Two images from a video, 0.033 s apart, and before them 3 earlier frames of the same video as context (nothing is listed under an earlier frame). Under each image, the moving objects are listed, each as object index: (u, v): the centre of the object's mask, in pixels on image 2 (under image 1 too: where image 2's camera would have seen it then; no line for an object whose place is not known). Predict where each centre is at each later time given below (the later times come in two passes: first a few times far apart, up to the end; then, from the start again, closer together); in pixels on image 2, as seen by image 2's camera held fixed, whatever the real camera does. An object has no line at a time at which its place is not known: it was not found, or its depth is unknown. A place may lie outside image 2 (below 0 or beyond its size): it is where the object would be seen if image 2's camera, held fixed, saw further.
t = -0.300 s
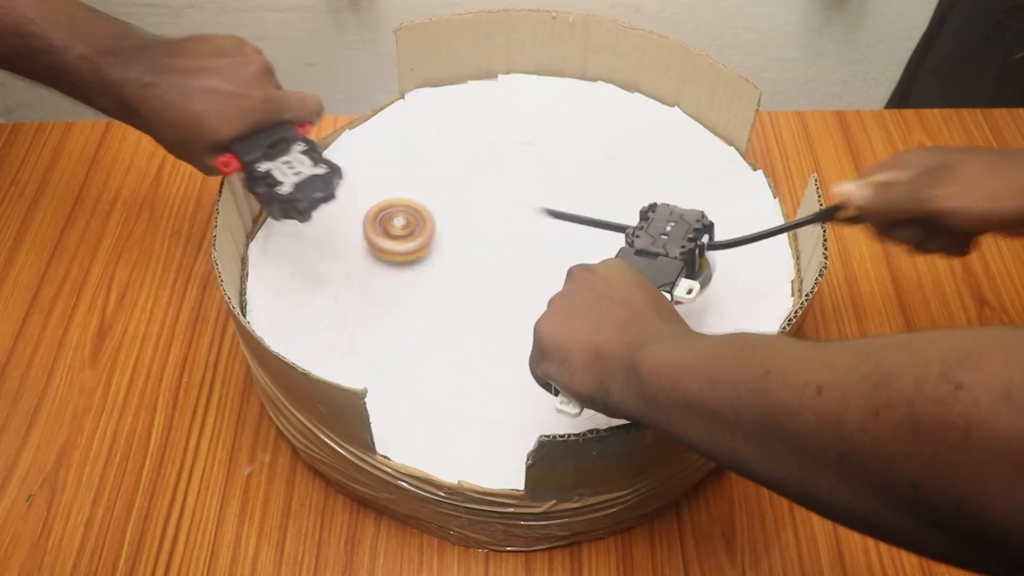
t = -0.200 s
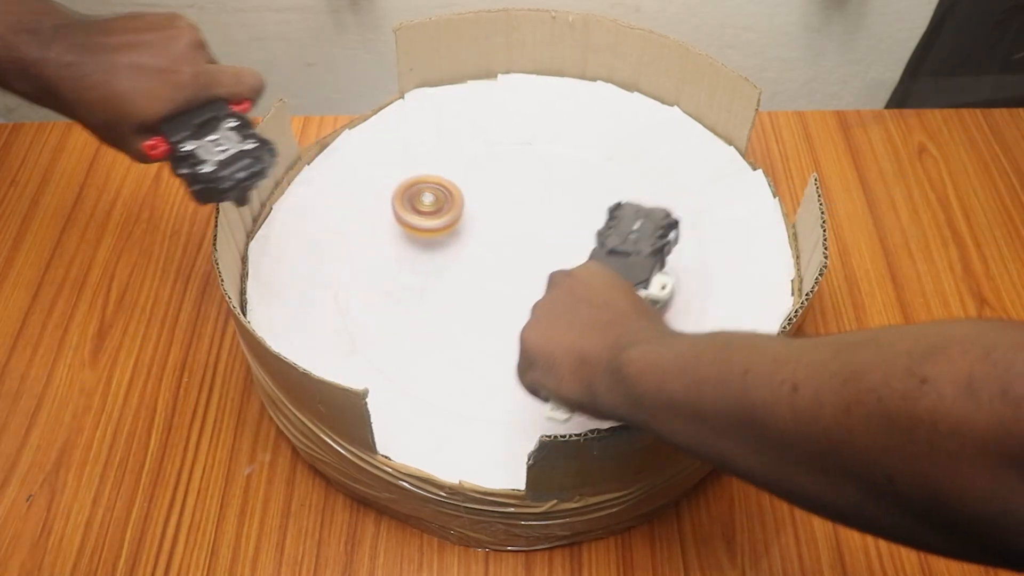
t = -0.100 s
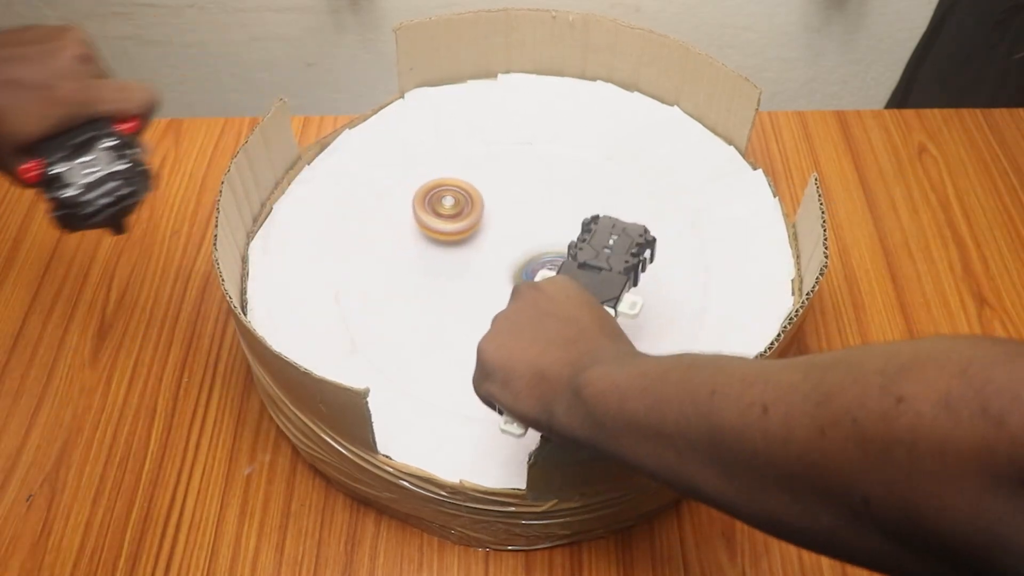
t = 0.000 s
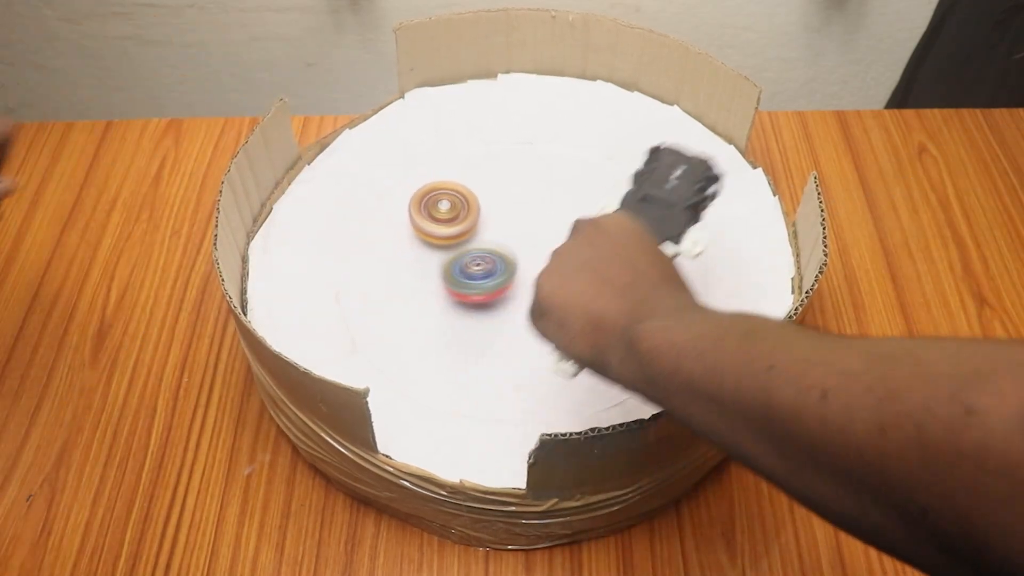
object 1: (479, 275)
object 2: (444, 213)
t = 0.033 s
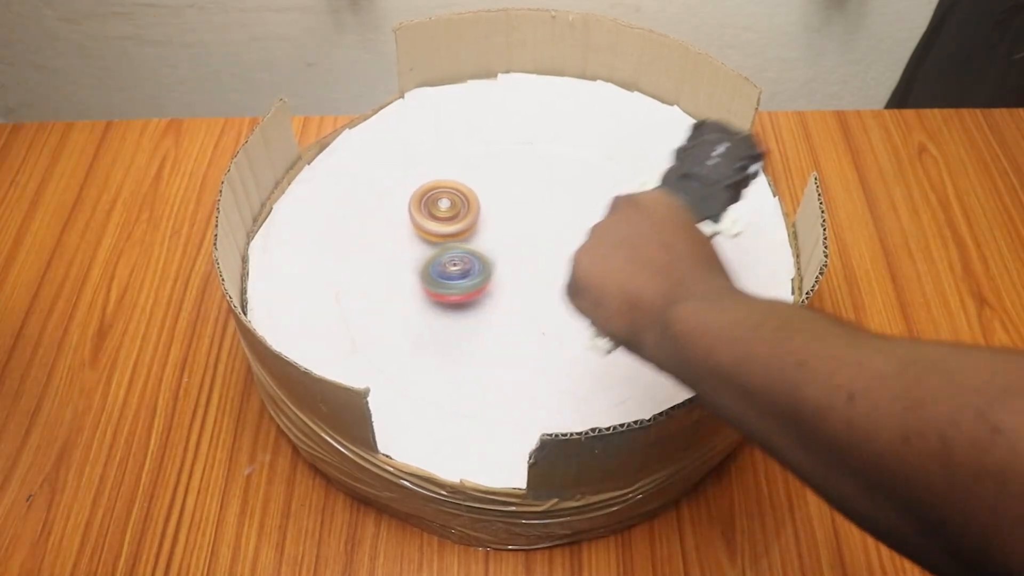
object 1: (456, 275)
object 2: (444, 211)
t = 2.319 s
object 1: (550, 271)
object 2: (606, 196)
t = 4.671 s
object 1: (488, 191)
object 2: (529, 321)
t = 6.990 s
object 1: (437, 280)
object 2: (490, 210)
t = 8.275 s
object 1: (496, 233)
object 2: (609, 251)
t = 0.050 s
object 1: (444, 275)
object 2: (443, 210)
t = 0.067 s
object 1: (433, 277)
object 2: (442, 210)
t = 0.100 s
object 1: (411, 280)
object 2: (437, 211)
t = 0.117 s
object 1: (400, 283)
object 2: (434, 212)
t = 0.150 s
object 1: (379, 288)
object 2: (430, 214)
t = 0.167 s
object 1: (369, 292)
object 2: (431, 215)
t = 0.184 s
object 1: (359, 296)
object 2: (433, 216)
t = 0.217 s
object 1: (343, 301)
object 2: (439, 217)
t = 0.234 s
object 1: (338, 304)
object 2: (443, 217)
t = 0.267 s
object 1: (331, 313)
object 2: (453, 216)
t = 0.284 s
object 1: (327, 317)
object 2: (457, 214)
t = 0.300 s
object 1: (321, 321)
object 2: (462, 213)
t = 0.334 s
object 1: (310, 329)
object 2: (468, 212)
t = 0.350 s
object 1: (307, 332)
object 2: (471, 211)
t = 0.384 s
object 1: (303, 339)
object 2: (473, 208)
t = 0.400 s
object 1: (311, 342)
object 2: (473, 208)
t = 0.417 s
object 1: (319, 346)
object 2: (473, 208)
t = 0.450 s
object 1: (335, 350)
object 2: (471, 207)
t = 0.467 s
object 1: (344, 351)
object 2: (470, 206)
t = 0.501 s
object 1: (357, 351)
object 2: (467, 203)
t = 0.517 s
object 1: (361, 350)
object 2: (466, 201)
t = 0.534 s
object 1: (366, 348)
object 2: (465, 200)
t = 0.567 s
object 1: (373, 341)
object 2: (462, 200)
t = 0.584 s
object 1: (377, 339)
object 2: (461, 201)
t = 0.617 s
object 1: (385, 333)
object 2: (462, 203)
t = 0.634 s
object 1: (390, 329)
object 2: (463, 205)
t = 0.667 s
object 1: (402, 321)
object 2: (465, 208)
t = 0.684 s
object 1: (409, 316)
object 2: (466, 210)
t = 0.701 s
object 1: (416, 313)
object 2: (466, 213)
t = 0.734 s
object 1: (430, 303)
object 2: (465, 217)
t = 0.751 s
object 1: (436, 298)
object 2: (465, 218)
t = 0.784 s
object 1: (443, 284)
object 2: (468, 220)
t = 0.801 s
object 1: (447, 276)
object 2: (471, 220)
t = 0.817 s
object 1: (447, 272)
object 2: (477, 219)
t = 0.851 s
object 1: (442, 272)
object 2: (490, 215)
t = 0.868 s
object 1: (439, 271)
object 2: (497, 213)
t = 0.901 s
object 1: (433, 267)
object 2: (508, 209)
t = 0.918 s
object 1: (430, 264)
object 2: (514, 208)
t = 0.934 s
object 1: (425, 262)
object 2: (520, 208)
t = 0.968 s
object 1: (415, 259)
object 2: (533, 208)
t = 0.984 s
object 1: (410, 258)
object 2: (541, 207)
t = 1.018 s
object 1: (397, 256)
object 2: (557, 204)
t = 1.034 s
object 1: (391, 255)
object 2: (566, 201)
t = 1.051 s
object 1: (386, 254)
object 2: (573, 198)
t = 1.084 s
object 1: (376, 255)
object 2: (587, 192)
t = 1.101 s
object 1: (372, 257)
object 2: (593, 190)
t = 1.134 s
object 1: (369, 261)
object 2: (601, 183)
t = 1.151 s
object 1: (369, 262)
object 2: (604, 178)
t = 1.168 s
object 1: (371, 263)
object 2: (605, 175)
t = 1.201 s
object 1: (379, 266)
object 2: (605, 167)
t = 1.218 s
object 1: (384, 267)
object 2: (604, 163)
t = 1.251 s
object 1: (396, 270)
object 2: (599, 155)
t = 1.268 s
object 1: (403, 271)
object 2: (597, 151)
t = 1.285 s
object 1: (411, 272)
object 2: (594, 147)
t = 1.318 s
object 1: (426, 272)
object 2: (587, 142)
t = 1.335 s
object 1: (433, 271)
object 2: (582, 141)
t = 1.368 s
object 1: (445, 269)
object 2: (572, 140)
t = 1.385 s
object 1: (449, 267)
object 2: (568, 140)
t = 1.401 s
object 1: (452, 265)
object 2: (563, 142)
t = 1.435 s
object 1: (459, 260)
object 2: (557, 147)
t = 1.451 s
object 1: (464, 258)
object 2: (555, 149)
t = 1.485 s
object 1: (476, 253)
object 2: (553, 152)
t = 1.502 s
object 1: (483, 251)
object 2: (552, 154)
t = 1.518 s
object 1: (489, 249)
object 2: (551, 155)
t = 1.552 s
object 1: (497, 245)
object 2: (550, 160)
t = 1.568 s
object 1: (500, 243)
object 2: (550, 162)
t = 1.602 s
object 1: (508, 238)
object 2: (551, 169)
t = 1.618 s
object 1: (514, 236)
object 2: (551, 174)
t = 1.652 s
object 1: (524, 235)
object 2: (553, 180)
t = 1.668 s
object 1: (527, 238)
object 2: (555, 179)
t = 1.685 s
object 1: (530, 242)
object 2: (557, 180)
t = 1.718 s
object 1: (538, 249)
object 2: (558, 183)
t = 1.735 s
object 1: (542, 251)
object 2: (560, 184)
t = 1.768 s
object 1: (551, 251)
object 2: (563, 187)
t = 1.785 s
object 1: (554, 250)
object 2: (565, 188)
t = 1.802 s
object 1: (557, 249)
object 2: (568, 189)
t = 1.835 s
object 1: (558, 250)
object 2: (575, 190)
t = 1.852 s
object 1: (558, 250)
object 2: (580, 190)
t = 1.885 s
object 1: (558, 249)
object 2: (589, 195)
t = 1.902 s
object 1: (556, 250)
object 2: (593, 197)
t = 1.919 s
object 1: (555, 250)
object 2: (596, 198)
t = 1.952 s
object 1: (551, 253)
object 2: (600, 196)
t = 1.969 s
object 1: (551, 254)
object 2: (600, 195)
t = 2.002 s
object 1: (552, 258)
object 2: (599, 191)
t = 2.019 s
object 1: (553, 261)
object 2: (599, 188)
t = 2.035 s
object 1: (554, 264)
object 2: (598, 184)
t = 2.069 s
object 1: (557, 270)
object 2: (594, 176)
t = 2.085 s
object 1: (560, 272)
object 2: (592, 174)
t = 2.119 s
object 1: (569, 276)
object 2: (589, 171)
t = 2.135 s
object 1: (573, 278)
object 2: (587, 172)
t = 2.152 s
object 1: (577, 278)
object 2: (585, 173)
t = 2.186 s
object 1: (584, 276)
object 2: (582, 180)
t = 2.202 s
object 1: (586, 273)
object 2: (581, 185)
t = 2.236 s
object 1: (588, 267)
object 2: (581, 194)
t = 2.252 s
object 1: (589, 262)
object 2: (583, 199)
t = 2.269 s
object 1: (587, 259)
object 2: (585, 201)
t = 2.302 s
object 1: (563, 264)
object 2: (600, 199)
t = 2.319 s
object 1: (550, 271)
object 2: (606, 196)
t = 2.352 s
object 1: (525, 291)
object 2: (615, 189)
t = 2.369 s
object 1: (514, 299)
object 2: (620, 186)
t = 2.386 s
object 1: (505, 307)
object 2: (623, 182)
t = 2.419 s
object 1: (490, 321)
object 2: (630, 177)
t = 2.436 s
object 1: (485, 327)
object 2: (634, 174)
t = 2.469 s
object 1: (479, 338)
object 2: (641, 169)
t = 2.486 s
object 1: (477, 343)
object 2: (643, 167)
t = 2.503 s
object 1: (476, 348)
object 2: (643, 164)
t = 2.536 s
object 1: (473, 359)
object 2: (638, 163)
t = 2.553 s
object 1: (472, 365)
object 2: (633, 163)
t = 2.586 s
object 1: (468, 379)
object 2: (624, 166)
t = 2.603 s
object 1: (464, 385)
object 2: (620, 166)
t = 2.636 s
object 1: (462, 390)
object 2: (614, 168)
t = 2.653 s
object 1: (462, 392)
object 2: (611, 168)
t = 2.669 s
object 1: (462, 395)
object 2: (609, 168)
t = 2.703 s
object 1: (459, 399)
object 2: (604, 167)
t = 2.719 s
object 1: (457, 402)
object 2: (601, 167)
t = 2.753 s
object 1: (454, 408)
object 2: (598, 167)
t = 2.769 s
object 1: (451, 412)
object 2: (596, 168)
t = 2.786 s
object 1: (449, 415)
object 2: (594, 169)
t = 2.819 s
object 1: (444, 420)
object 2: (591, 173)
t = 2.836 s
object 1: (441, 423)
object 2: (590, 176)
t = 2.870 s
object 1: (431, 428)
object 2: (587, 182)
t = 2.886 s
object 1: (426, 430)
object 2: (585, 186)
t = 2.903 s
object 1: (422, 430)
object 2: (585, 190)
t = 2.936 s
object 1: (418, 431)
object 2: (584, 200)
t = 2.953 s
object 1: (421, 432)
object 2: (585, 205)
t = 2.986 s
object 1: (430, 431)
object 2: (587, 213)
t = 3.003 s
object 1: (433, 429)
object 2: (589, 216)
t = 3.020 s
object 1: (437, 426)
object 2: (590, 218)
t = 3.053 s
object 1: (443, 423)
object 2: (591, 222)
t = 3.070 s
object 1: (445, 421)
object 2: (591, 222)
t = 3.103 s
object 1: (452, 415)
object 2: (590, 222)
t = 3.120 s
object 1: (457, 411)
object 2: (590, 222)
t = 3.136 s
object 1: (462, 406)
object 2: (590, 220)
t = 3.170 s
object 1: (470, 397)
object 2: (589, 218)
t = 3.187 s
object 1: (474, 392)
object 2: (588, 217)
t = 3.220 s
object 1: (480, 384)
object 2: (584, 217)
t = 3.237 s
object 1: (482, 380)
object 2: (582, 218)
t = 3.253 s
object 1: (483, 376)
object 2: (579, 220)
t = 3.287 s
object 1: (485, 367)
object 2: (575, 226)
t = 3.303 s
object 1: (487, 363)
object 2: (572, 229)
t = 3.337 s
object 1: (491, 354)
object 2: (567, 238)
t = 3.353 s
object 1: (492, 350)
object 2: (565, 242)
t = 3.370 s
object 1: (493, 346)
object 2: (565, 247)
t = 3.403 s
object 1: (496, 335)
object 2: (564, 258)
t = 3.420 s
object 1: (498, 331)
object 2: (564, 265)
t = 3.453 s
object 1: (502, 321)
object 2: (563, 278)
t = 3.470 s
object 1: (499, 316)
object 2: (566, 283)
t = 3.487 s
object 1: (490, 314)
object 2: (572, 284)
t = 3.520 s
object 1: (476, 311)
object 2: (584, 288)
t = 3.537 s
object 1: (470, 310)
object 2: (589, 289)
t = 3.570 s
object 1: (457, 307)
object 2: (600, 291)
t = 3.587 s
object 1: (451, 305)
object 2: (604, 293)
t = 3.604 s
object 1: (447, 302)
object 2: (608, 295)
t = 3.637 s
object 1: (438, 296)
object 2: (615, 300)
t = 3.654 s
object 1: (433, 293)
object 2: (619, 303)
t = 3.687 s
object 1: (423, 288)
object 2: (623, 309)
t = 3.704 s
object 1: (419, 285)
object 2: (623, 312)
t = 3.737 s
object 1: (410, 282)
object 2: (626, 315)
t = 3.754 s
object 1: (406, 280)
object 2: (627, 318)
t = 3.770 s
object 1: (402, 277)
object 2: (629, 320)
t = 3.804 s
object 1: (395, 272)
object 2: (632, 326)
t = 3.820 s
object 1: (392, 269)
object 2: (634, 328)
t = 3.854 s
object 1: (388, 265)
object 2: (637, 331)
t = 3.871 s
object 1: (387, 263)
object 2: (639, 331)
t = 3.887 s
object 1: (386, 261)
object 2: (641, 332)
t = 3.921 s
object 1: (382, 255)
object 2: (644, 333)
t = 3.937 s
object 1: (380, 253)
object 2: (646, 333)
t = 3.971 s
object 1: (374, 248)
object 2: (649, 333)
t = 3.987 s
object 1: (371, 245)
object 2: (650, 332)
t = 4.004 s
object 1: (369, 243)
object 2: (651, 330)
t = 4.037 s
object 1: (365, 237)
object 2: (651, 326)
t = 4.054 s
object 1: (364, 233)
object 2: (651, 324)
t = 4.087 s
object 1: (364, 228)
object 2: (653, 322)
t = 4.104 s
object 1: (365, 226)
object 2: (653, 320)
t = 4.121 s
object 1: (366, 225)
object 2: (653, 318)
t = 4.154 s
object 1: (366, 225)
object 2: (649, 316)
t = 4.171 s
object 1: (366, 226)
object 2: (647, 315)
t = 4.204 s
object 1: (365, 229)
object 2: (642, 315)
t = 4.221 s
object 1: (366, 231)
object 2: (639, 314)
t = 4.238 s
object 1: (368, 232)
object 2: (637, 314)
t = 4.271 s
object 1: (374, 232)
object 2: (631, 314)
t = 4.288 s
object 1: (378, 230)
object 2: (628, 313)
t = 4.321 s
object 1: (388, 229)
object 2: (622, 314)
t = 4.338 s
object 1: (394, 228)
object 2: (618, 314)
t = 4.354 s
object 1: (399, 227)
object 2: (615, 315)
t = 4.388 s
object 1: (410, 224)
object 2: (606, 318)
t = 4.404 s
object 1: (415, 222)
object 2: (602, 318)
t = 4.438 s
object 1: (427, 220)
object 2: (592, 318)
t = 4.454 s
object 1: (432, 218)
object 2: (587, 318)
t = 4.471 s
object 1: (438, 216)
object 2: (582, 317)
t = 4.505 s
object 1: (448, 212)
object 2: (572, 317)
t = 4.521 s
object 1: (453, 210)
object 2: (566, 316)
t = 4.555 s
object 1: (460, 206)
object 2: (555, 314)
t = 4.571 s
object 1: (464, 204)
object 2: (551, 314)
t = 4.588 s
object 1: (468, 202)
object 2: (547, 314)
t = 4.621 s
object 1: (476, 197)
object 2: (540, 316)
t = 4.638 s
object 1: (480, 196)
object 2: (536, 318)
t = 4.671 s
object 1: (488, 191)
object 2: (529, 321)
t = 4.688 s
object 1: (491, 189)
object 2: (524, 322)
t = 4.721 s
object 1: (500, 185)
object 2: (514, 323)
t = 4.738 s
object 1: (504, 184)
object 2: (509, 323)
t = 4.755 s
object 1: (509, 183)
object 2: (505, 323)
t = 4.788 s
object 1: (519, 183)
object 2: (497, 323)
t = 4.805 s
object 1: (525, 183)
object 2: (495, 323)
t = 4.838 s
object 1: (536, 185)
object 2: (492, 322)
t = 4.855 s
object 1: (541, 187)
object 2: (490, 322)
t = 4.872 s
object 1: (545, 187)
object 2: (488, 321)
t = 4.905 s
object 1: (552, 187)
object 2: (485, 319)
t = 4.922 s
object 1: (556, 187)
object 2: (483, 318)
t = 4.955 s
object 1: (565, 188)
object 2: (482, 316)
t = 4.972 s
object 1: (570, 187)
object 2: (482, 315)
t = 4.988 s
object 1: (574, 187)
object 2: (480, 313)
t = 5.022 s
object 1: (584, 187)
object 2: (477, 310)
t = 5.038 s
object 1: (589, 188)
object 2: (475, 308)
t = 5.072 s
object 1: (597, 187)
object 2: (469, 307)
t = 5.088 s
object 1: (600, 186)
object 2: (465, 307)
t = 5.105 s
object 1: (603, 184)
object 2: (462, 306)
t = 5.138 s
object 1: (606, 178)
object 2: (454, 303)
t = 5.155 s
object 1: (607, 175)
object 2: (451, 302)
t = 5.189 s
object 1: (609, 169)
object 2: (443, 296)
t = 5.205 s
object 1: (610, 166)
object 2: (438, 294)
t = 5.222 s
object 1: (610, 162)
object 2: (433, 292)
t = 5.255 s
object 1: (611, 158)
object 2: (422, 287)
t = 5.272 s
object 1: (611, 155)
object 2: (417, 285)
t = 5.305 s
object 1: (605, 152)
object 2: (409, 284)
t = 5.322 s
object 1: (601, 152)
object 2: (407, 284)
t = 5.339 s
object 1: (596, 152)
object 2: (405, 284)
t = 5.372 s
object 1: (589, 154)
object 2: (401, 283)
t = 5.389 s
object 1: (587, 156)
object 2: (400, 282)
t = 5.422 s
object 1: (582, 162)
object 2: (398, 281)
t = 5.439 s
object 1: (581, 165)
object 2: (397, 281)
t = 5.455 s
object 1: (579, 169)
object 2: (397, 281)
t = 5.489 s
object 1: (574, 177)
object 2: (397, 280)
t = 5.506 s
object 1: (572, 181)
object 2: (398, 280)
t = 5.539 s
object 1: (567, 189)
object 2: (399, 279)
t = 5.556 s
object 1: (564, 193)
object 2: (400, 278)
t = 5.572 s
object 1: (561, 196)
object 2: (400, 277)
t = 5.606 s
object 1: (556, 204)
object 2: (401, 275)
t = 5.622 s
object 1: (554, 208)
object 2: (400, 274)
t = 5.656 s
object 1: (552, 215)
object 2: (401, 272)
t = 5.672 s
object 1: (551, 218)
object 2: (402, 271)
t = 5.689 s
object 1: (548, 221)
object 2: (403, 270)
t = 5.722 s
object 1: (543, 228)
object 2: (406, 267)
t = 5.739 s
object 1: (541, 231)
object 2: (408, 265)
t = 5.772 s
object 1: (537, 238)
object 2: (410, 260)
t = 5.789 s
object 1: (536, 242)
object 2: (410, 257)
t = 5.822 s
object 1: (532, 249)
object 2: (407, 252)
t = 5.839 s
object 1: (531, 253)
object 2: (406, 250)
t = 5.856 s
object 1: (529, 257)
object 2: (405, 249)
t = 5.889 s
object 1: (524, 264)
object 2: (407, 245)
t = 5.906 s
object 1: (523, 266)
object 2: (408, 243)
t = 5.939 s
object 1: (520, 273)
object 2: (410, 239)
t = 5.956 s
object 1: (519, 277)
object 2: (412, 238)
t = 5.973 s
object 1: (517, 280)
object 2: (415, 236)
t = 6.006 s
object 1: (512, 287)
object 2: (420, 232)
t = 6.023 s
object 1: (510, 290)
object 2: (423, 230)
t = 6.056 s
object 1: (507, 297)
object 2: (427, 226)
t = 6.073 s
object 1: (506, 300)
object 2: (429, 224)
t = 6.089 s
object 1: (505, 304)
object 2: (431, 222)
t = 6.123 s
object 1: (500, 310)
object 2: (434, 218)
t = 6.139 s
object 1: (498, 312)
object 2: (437, 217)
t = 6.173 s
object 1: (494, 318)
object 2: (442, 213)
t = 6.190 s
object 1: (492, 320)
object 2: (444, 211)
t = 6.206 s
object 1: (490, 323)
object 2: (445, 210)
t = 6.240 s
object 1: (488, 327)
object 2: (444, 208)
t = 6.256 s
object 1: (486, 330)
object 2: (443, 208)
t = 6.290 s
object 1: (483, 334)
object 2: (438, 207)
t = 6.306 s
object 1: (480, 335)
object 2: (436, 208)
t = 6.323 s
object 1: (477, 337)
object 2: (434, 208)
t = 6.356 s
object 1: (471, 339)
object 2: (432, 209)
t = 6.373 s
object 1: (470, 339)
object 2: (432, 209)
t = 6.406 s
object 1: (468, 341)
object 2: (433, 210)
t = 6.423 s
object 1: (466, 341)
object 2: (434, 211)
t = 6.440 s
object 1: (463, 341)
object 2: (435, 211)
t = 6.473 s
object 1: (460, 338)
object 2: (437, 213)
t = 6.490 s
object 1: (458, 336)
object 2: (438, 214)
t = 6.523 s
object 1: (455, 334)
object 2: (442, 215)
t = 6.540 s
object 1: (452, 334)
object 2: (444, 214)
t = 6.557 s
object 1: (449, 333)
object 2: (446, 214)
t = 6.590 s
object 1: (443, 330)
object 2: (450, 213)
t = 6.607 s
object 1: (440, 330)
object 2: (452, 213)
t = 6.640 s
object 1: (435, 330)
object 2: (456, 213)
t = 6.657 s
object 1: (432, 330)
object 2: (459, 213)
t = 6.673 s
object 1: (430, 329)
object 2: (461, 213)
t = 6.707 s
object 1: (427, 326)
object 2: (465, 213)
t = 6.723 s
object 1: (427, 324)
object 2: (468, 213)
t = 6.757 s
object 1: (429, 322)
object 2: (471, 213)
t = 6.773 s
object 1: (432, 320)
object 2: (472, 212)
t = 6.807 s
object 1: (438, 315)
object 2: (471, 211)
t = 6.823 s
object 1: (439, 313)
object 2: (471, 210)
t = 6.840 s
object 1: (441, 309)
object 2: (471, 210)
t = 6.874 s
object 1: (441, 304)
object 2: (472, 208)
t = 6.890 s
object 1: (441, 300)
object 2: (473, 208)
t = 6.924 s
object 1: (440, 294)
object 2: (477, 208)
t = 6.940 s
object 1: (438, 290)
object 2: (480, 208)
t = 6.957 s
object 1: (437, 287)
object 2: (483, 209)
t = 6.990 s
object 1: (437, 280)
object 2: (490, 210)
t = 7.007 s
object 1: (437, 277)
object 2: (493, 210)
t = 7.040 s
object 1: (435, 271)
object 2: (500, 210)
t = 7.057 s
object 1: (434, 268)
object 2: (502, 211)
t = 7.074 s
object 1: (434, 265)
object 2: (505, 212)
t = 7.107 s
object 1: (431, 260)
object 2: (509, 215)
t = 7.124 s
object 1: (429, 258)
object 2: (511, 217)
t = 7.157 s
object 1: (429, 253)
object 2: (516, 221)
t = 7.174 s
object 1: (431, 251)
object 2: (518, 223)
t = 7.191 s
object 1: (433, 248)
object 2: (519, 225)
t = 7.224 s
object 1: (439, 244)
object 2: (522, 231)
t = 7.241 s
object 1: (441, 241)
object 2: (524, 233)
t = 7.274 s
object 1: (444, 236)
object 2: (529, 236)
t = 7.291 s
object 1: (446, 234)
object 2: (533, 238)
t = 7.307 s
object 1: (447, 232)
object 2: (536, 239)
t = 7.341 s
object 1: (451, 227)
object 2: (544, 241)
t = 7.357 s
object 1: (453, 225)
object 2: (548, 241)
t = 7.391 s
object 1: (459, 220)
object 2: (557, 242)
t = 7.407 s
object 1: (462, 218)
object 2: (561, 242)
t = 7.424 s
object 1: (465, 216)
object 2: (566, 243)
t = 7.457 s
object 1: (468, 212)
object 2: (576, 243)
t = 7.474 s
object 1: (469, 210)
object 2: (581, 242)
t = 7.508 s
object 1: (469, 205)
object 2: (588, 241)
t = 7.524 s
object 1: (469, 202)
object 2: (591, 239)
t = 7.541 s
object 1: (470, 199)
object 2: (593, 237)
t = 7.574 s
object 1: (471, 195)
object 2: (594, 233)
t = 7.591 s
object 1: (471, 192)
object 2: (595, 230)
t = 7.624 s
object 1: (470, 189)
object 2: (594, 225)
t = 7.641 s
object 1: (471, 187)
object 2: (594, 223)
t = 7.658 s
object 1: (472, 185)
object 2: (593, 220)
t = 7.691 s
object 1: (472, 184)
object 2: (591, 215)
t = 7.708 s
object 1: (472, 184)
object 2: (591, 214)
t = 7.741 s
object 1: (470, 184)
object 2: (589, 211)
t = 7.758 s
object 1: (470, 185)
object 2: (588, 210)
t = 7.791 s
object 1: (470, 188)
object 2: (586, 208)
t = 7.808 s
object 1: (471, 189)
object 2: (585, 208)
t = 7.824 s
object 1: (473, 190)
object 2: (584, 207)
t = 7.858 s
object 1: (475, 195)
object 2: (581, 207)
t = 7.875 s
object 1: (477, 196)
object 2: (580, 207)
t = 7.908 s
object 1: (482, 199)
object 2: (580, 212)
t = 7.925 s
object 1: (484, 200)
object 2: (580, 215)
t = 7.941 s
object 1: (487, 203)
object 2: (580, 217)
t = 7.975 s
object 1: (490, 208)
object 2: (580, 220)
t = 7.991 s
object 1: (493, 210)
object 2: (579, 222)
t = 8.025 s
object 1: (498, 213)
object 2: (578, 226)
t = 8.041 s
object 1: (501, 215)
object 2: (576, 227)
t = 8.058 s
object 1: (503, 217)
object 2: (576, 229)
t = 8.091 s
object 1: (500, 222)
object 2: (578, 233)
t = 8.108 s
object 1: (497, 225)
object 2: (579, 235)
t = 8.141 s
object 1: (496, 228)
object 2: (579, 239)
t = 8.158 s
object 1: (496, 230)
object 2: (580, 240)
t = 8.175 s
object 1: (498, 230)
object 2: (580, 242)
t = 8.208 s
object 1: (505, 233)
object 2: (580, 245)
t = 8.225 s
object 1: (507, 233)
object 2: (584, 247)
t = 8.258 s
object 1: (497, 233)
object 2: (602, 250)
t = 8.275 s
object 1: (496, 233)
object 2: (609, 251)
